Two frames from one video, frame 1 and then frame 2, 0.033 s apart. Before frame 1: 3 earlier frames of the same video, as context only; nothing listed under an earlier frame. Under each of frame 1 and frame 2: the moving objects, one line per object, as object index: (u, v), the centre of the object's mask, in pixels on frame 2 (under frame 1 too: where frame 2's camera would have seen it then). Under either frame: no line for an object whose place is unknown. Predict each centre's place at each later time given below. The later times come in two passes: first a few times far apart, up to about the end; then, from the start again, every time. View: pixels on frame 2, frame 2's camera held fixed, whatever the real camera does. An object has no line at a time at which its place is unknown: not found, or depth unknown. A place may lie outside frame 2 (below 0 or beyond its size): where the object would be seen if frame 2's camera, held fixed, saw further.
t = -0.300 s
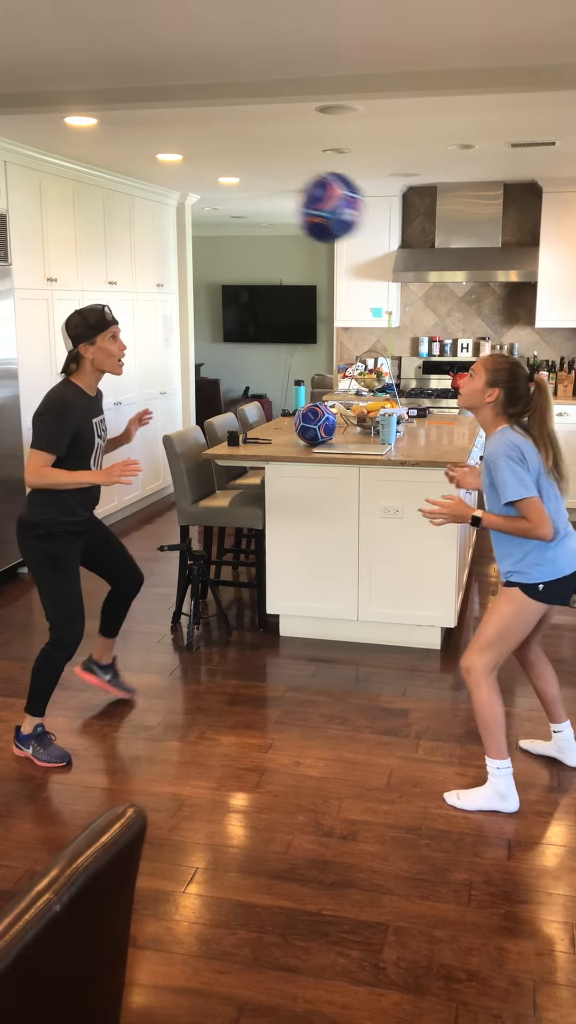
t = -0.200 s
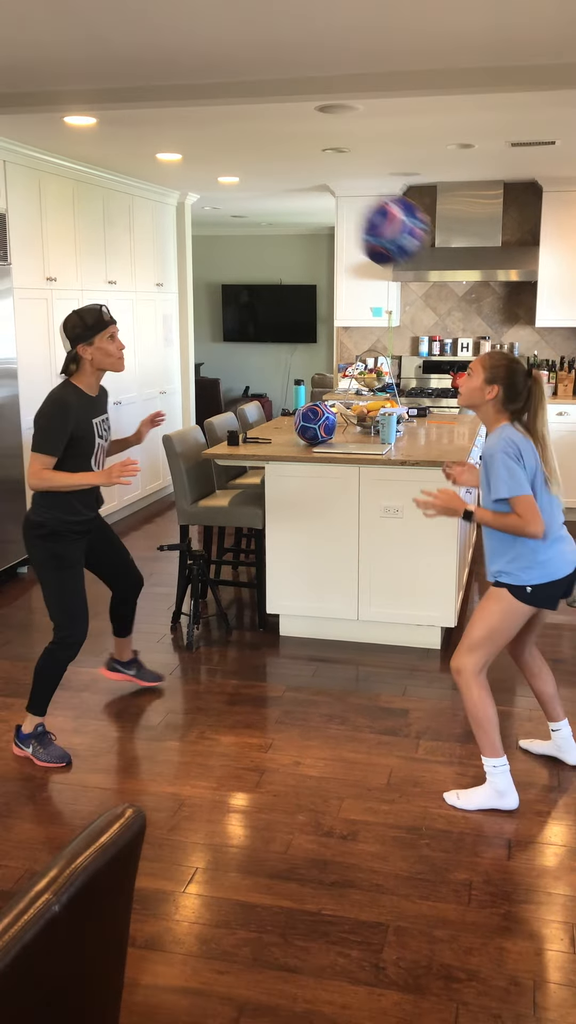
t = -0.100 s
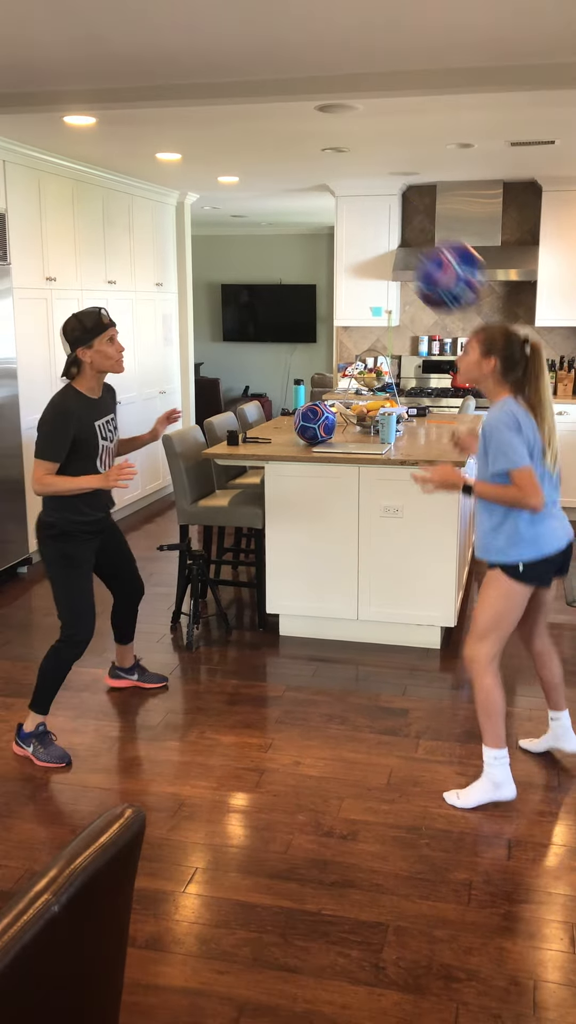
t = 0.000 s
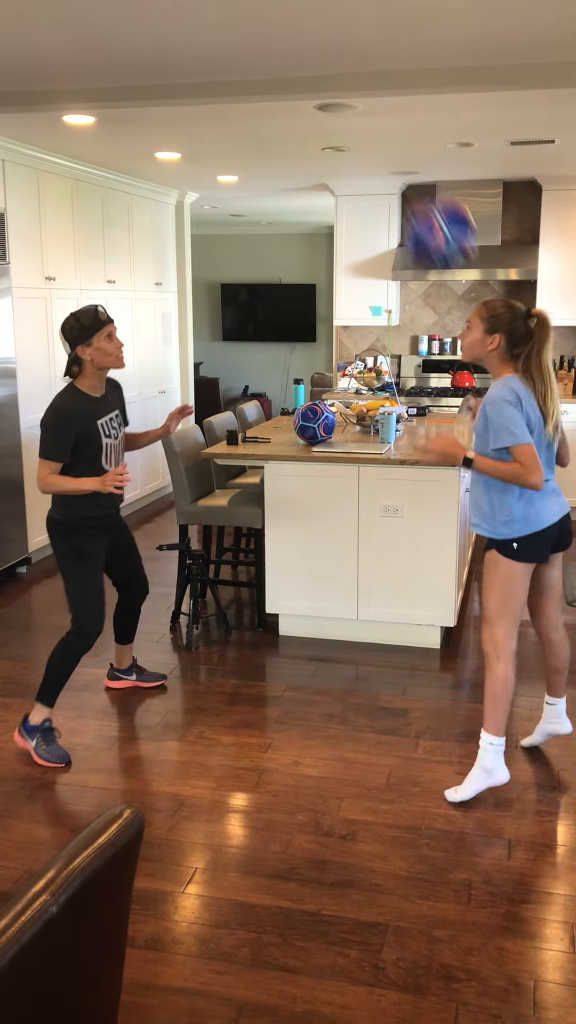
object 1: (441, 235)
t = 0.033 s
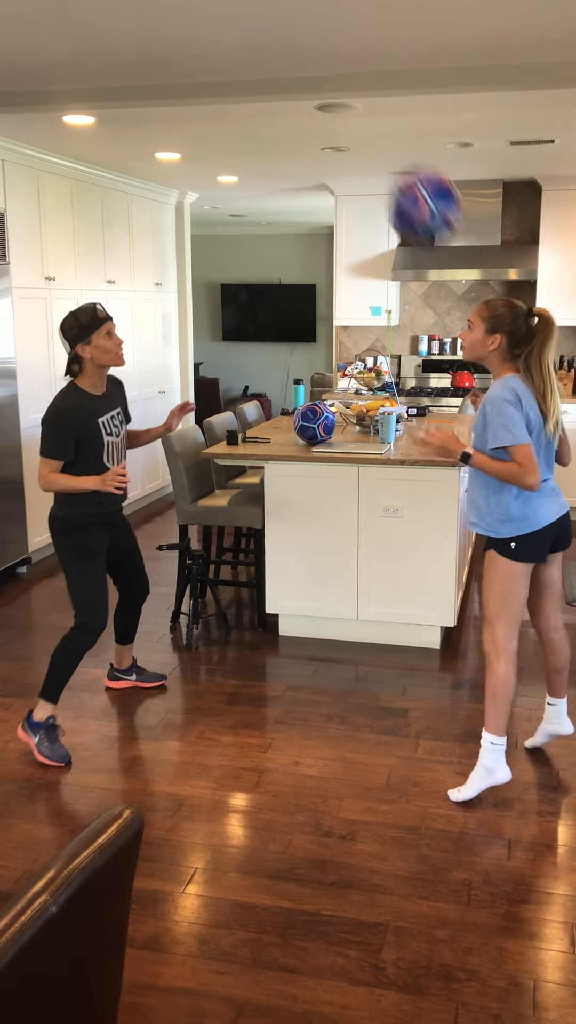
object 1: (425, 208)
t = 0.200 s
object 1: (343, 113)
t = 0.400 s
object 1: (249, 105)
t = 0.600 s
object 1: (169, 204)
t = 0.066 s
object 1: (409, 181)
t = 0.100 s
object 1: (391, 158)
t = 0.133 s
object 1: (375, 140)
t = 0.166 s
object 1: (359, 125)
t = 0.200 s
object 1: (343, 113)
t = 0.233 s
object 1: (326, 103)
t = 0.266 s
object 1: (311, 97)
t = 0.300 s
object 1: (295, 94)
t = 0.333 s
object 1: (279, 95)
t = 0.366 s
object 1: (264, 98)
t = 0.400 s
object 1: (249, 105)
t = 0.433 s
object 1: (235, 114)
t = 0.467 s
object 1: (220, 126)
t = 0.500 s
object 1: (207, 141)
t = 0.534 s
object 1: (193, 159)
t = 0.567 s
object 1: (181, 179)
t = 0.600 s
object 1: (169, 204)
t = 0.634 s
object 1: (157, 229)
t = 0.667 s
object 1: (148, 257)
